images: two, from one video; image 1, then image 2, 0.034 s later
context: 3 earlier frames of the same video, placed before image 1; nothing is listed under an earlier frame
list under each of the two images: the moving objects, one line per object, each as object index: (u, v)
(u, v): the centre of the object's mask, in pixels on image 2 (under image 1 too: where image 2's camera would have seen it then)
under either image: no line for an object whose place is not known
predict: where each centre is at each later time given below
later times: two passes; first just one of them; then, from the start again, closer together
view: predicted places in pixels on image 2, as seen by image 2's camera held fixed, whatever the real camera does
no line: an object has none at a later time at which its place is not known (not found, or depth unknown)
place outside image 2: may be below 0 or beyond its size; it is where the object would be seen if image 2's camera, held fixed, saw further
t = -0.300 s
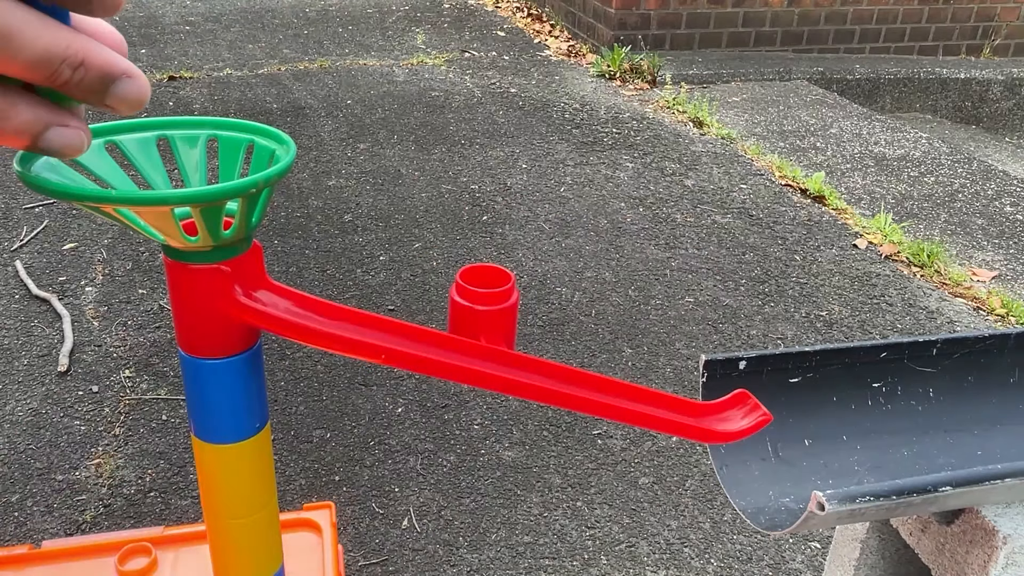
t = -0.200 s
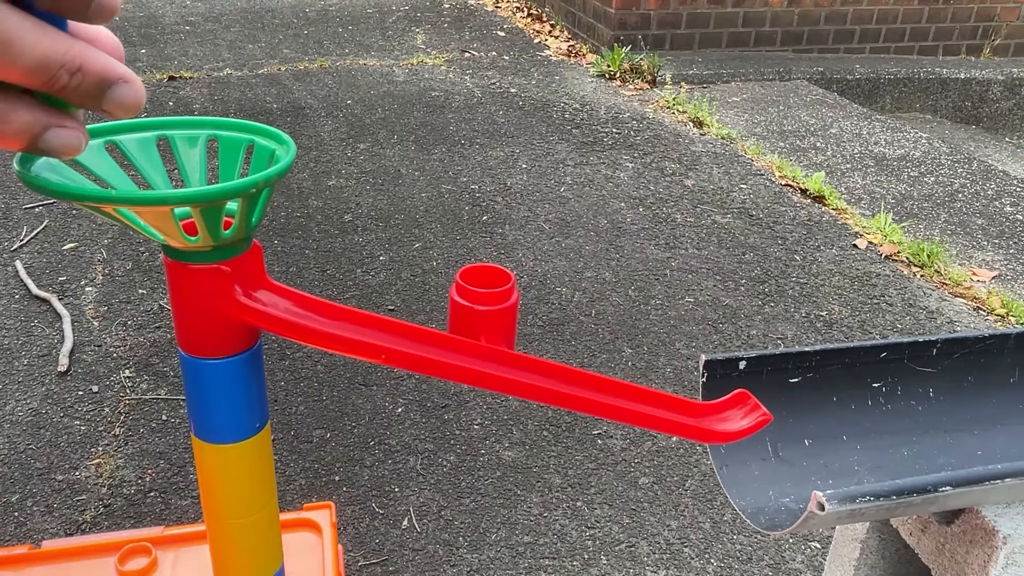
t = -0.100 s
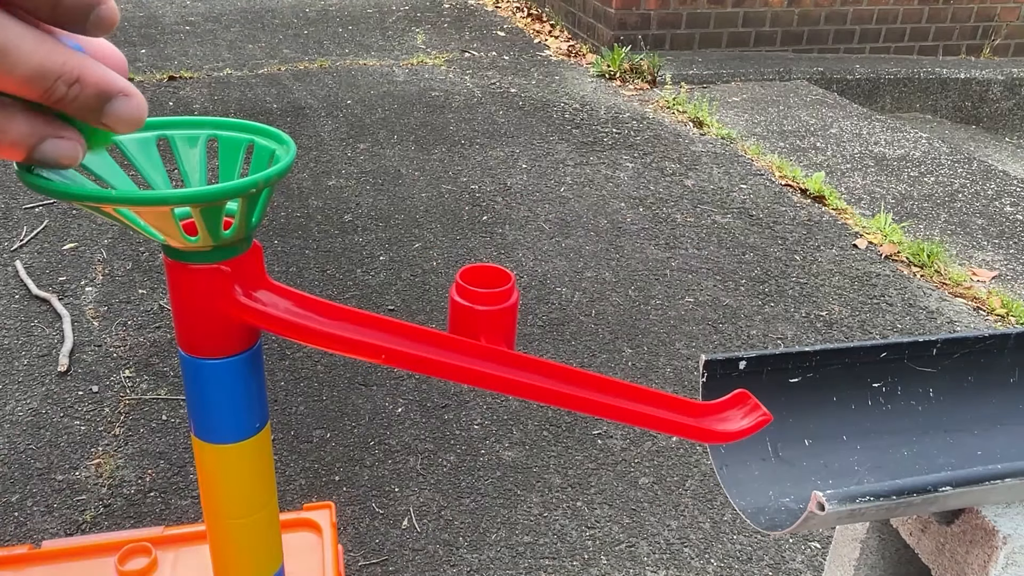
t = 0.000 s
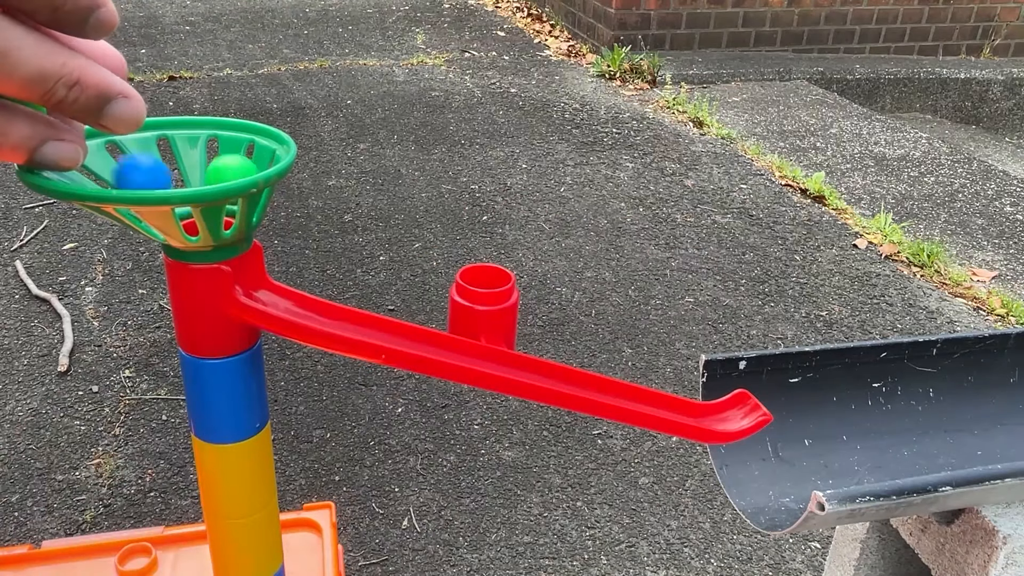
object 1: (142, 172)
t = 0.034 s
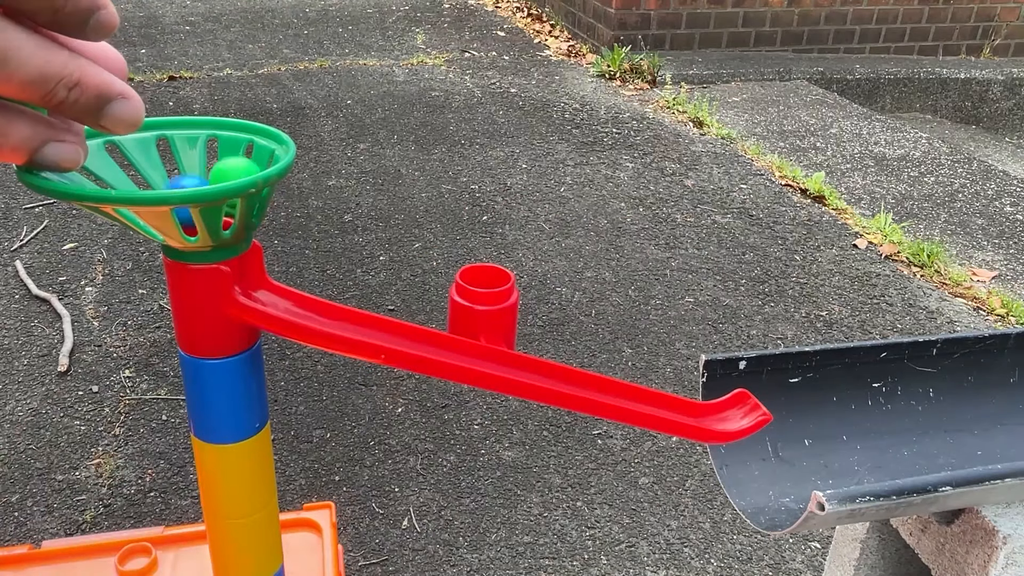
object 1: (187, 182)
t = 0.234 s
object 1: (248, 279)
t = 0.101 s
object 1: (230, 263)
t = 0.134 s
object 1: (236, 268)
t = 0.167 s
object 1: (240, 272)
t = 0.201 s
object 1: (243, 275)
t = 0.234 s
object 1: (248, 279)
